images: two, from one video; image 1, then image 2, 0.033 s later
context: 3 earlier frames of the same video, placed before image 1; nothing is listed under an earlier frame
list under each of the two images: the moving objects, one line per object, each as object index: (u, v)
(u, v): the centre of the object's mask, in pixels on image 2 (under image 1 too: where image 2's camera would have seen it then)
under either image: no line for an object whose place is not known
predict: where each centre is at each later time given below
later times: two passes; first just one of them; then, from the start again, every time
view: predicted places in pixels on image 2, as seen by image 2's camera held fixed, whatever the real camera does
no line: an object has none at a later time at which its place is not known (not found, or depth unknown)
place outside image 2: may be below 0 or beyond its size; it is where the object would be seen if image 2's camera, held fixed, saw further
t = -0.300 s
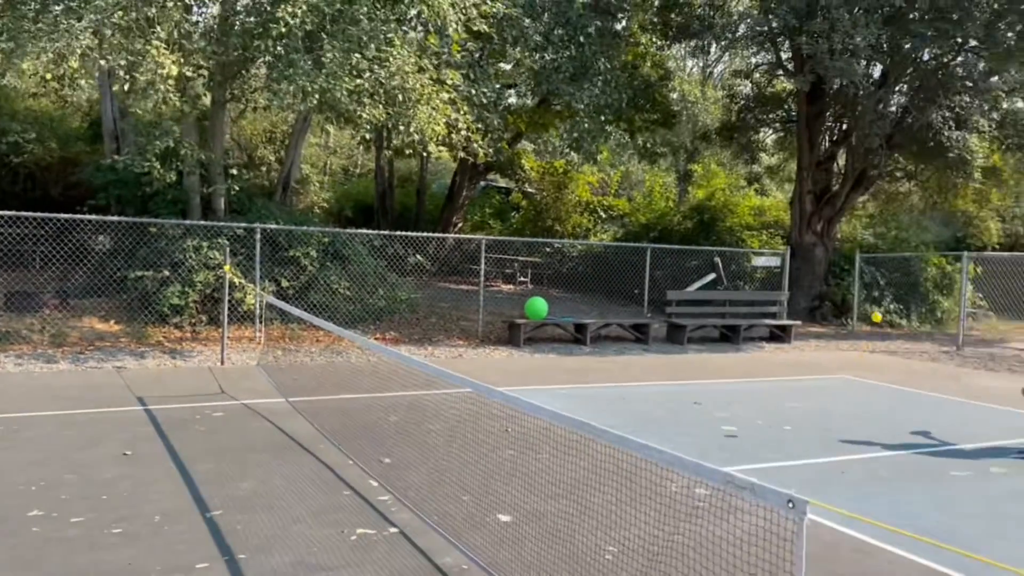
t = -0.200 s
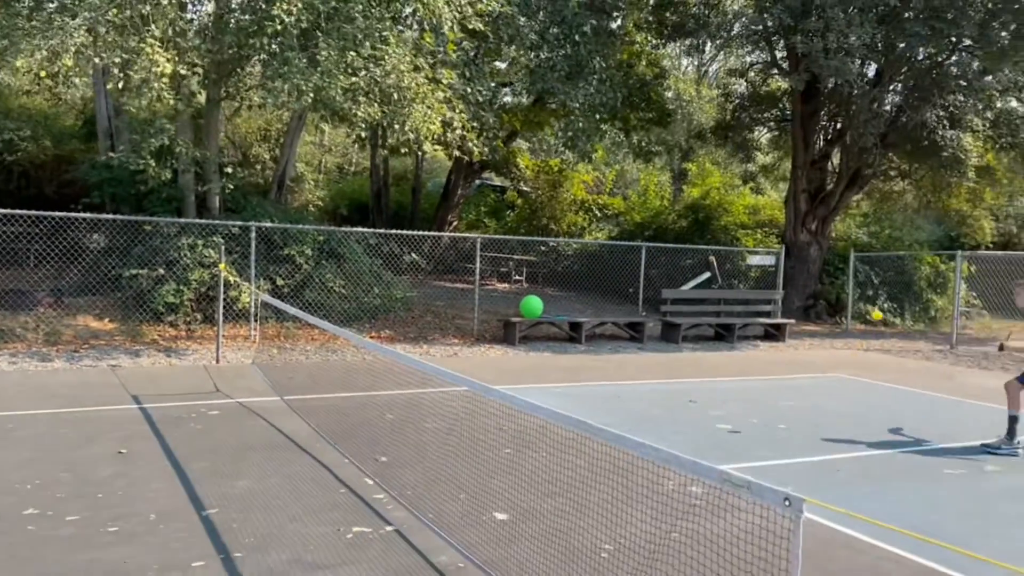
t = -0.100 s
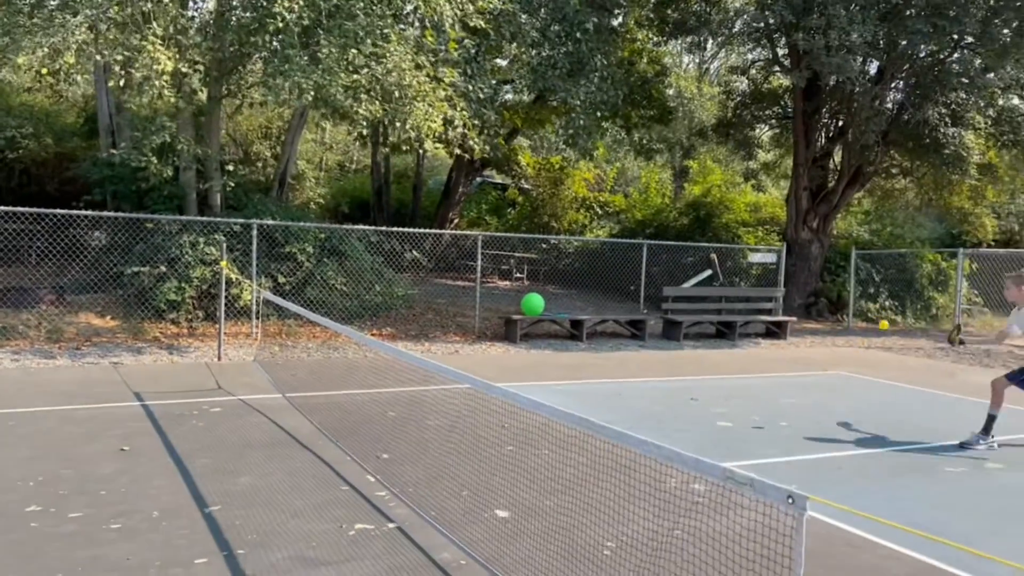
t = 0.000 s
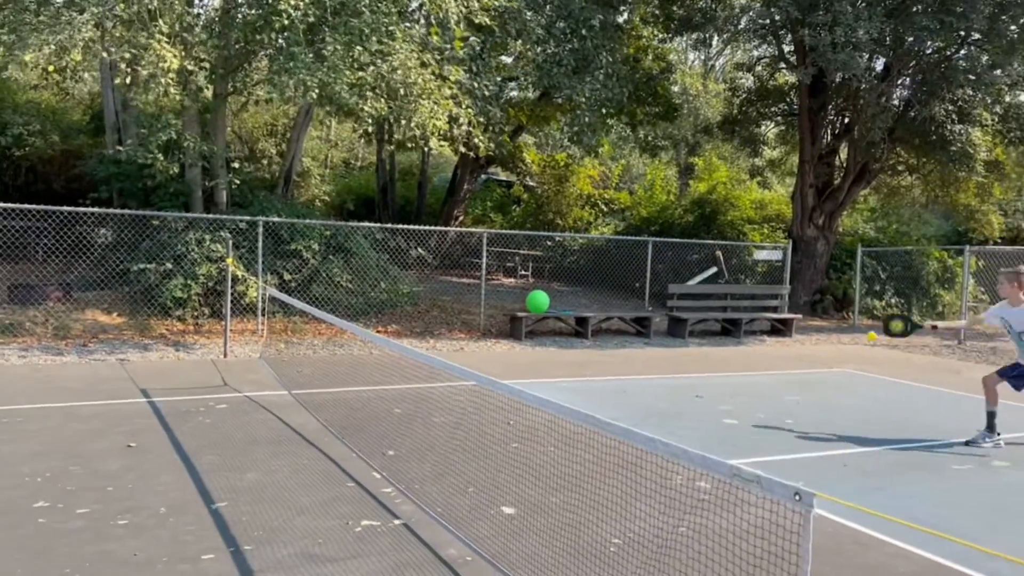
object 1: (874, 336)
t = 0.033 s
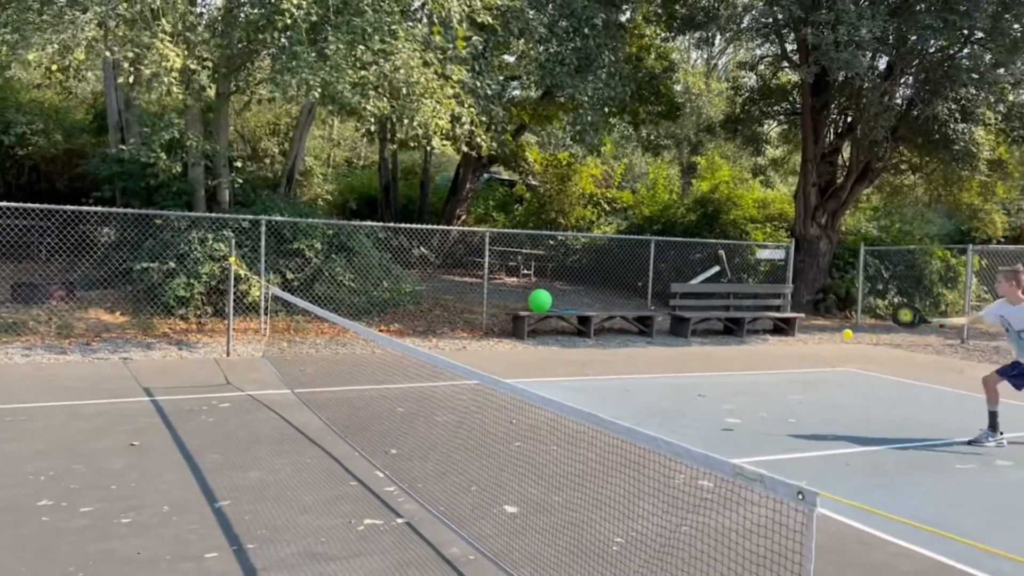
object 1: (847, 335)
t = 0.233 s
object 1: (659, 359)
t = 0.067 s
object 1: (819, 334)
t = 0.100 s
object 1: (789, 336)
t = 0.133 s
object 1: (758, 339)
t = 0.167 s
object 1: (726, 343)
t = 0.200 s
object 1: (693, 350)
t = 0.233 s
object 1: (659, 359)
